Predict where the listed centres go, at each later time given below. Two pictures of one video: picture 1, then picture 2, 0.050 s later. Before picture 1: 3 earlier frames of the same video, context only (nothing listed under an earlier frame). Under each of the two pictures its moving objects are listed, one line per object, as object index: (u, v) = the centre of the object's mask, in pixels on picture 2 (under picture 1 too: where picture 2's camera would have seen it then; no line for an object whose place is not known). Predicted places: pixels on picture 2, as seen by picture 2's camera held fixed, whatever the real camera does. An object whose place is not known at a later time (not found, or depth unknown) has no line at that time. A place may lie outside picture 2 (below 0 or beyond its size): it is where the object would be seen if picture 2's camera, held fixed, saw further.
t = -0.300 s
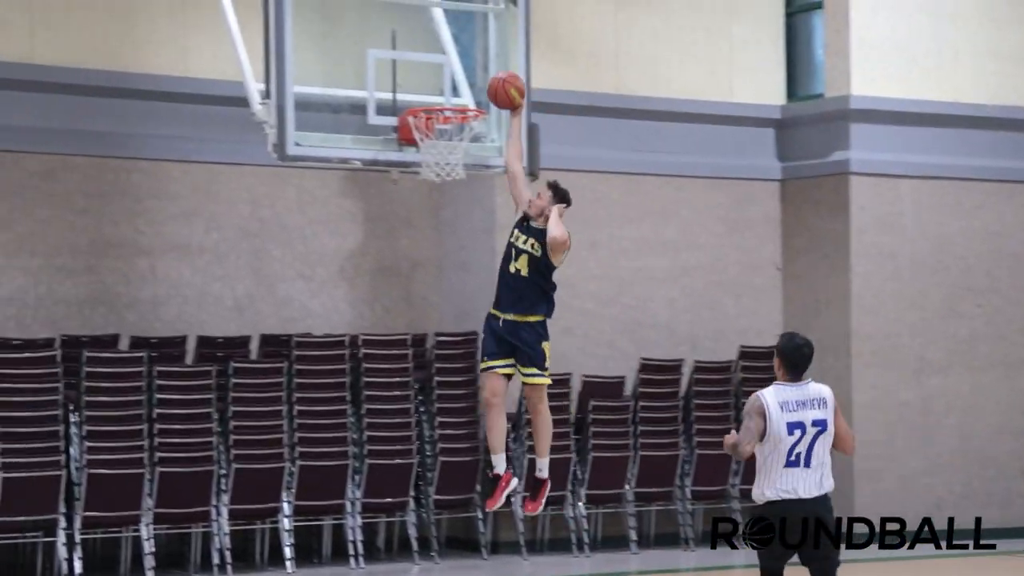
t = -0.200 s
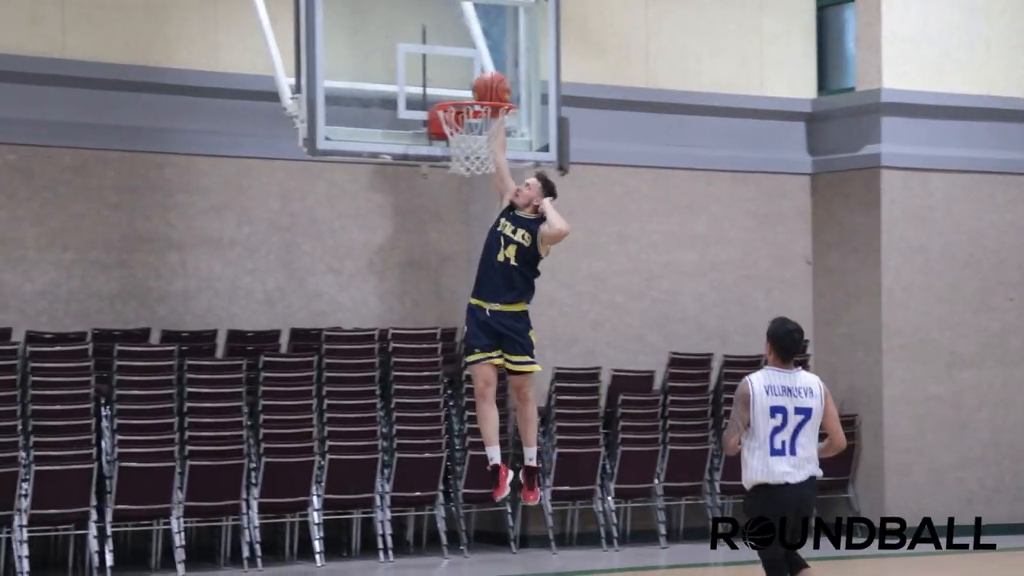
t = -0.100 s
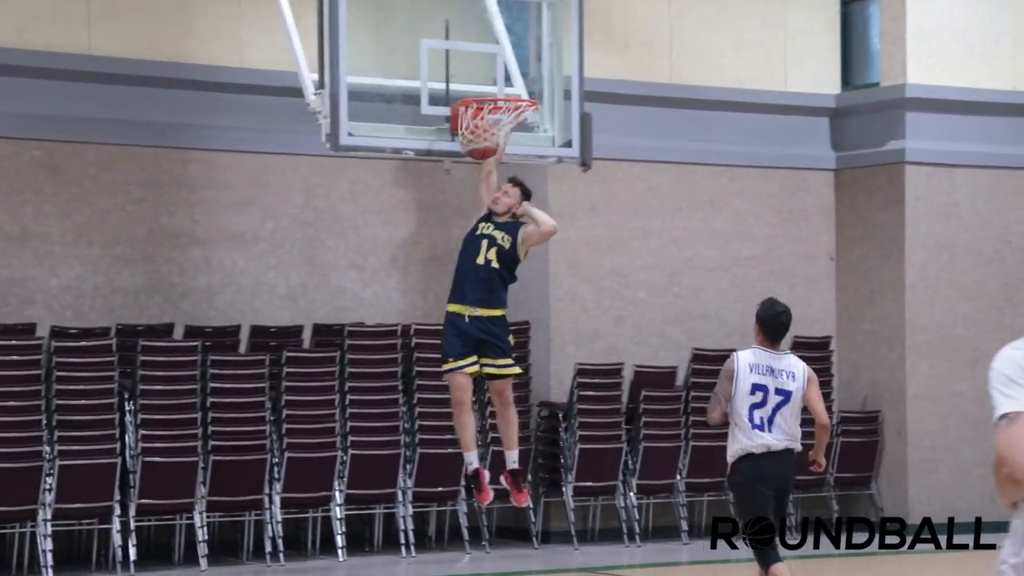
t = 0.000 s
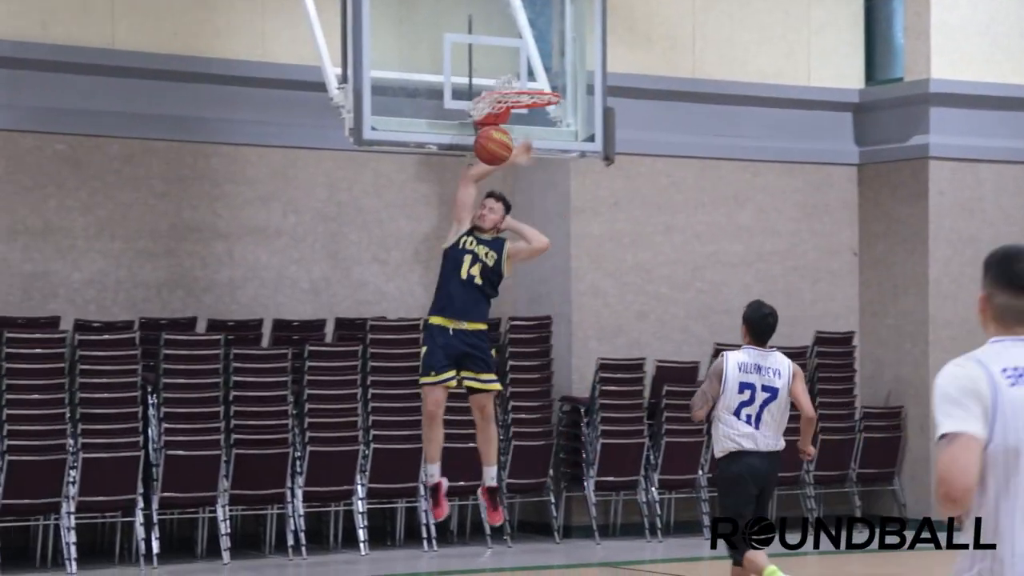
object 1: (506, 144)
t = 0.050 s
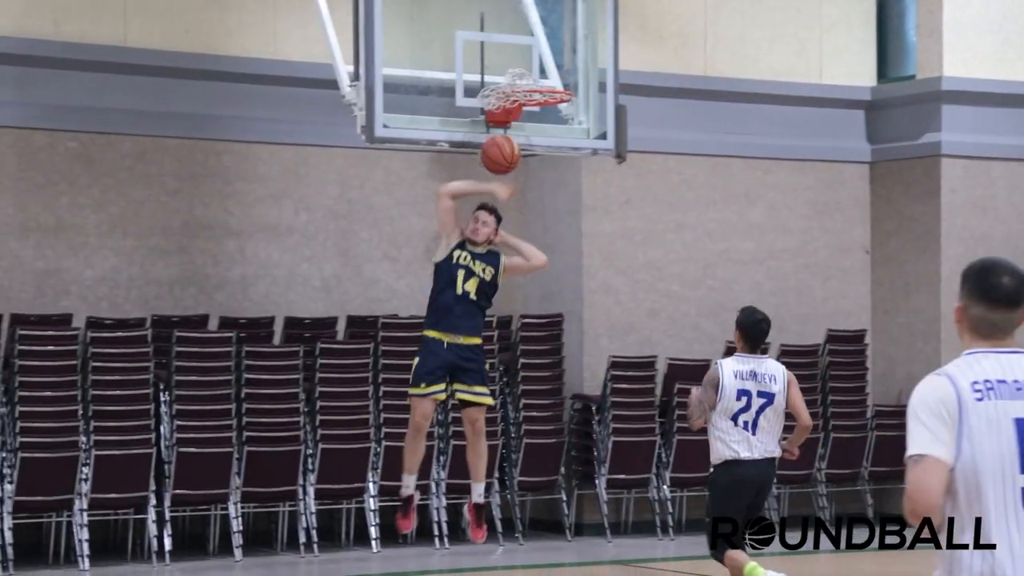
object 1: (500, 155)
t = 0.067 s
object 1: (497, 159)
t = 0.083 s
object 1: (495, 164)
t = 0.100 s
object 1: (494, 170)
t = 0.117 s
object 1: (493, 177)
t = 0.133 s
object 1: (492, 183)
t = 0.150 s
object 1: (491, 190)
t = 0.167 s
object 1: (488, 197)
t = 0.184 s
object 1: (486, 206)
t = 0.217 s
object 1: (484, 222)
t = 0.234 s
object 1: (483, 231)
